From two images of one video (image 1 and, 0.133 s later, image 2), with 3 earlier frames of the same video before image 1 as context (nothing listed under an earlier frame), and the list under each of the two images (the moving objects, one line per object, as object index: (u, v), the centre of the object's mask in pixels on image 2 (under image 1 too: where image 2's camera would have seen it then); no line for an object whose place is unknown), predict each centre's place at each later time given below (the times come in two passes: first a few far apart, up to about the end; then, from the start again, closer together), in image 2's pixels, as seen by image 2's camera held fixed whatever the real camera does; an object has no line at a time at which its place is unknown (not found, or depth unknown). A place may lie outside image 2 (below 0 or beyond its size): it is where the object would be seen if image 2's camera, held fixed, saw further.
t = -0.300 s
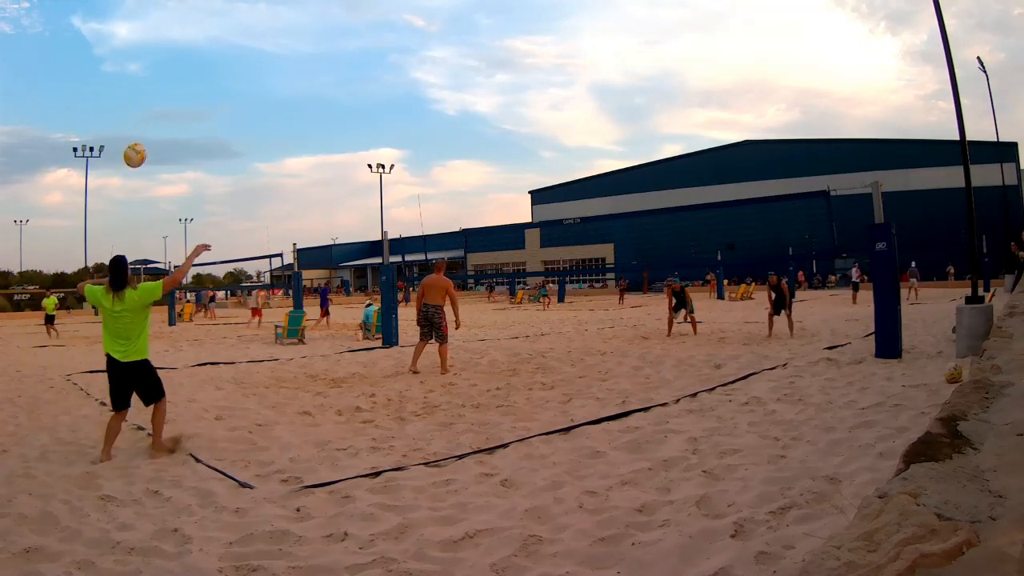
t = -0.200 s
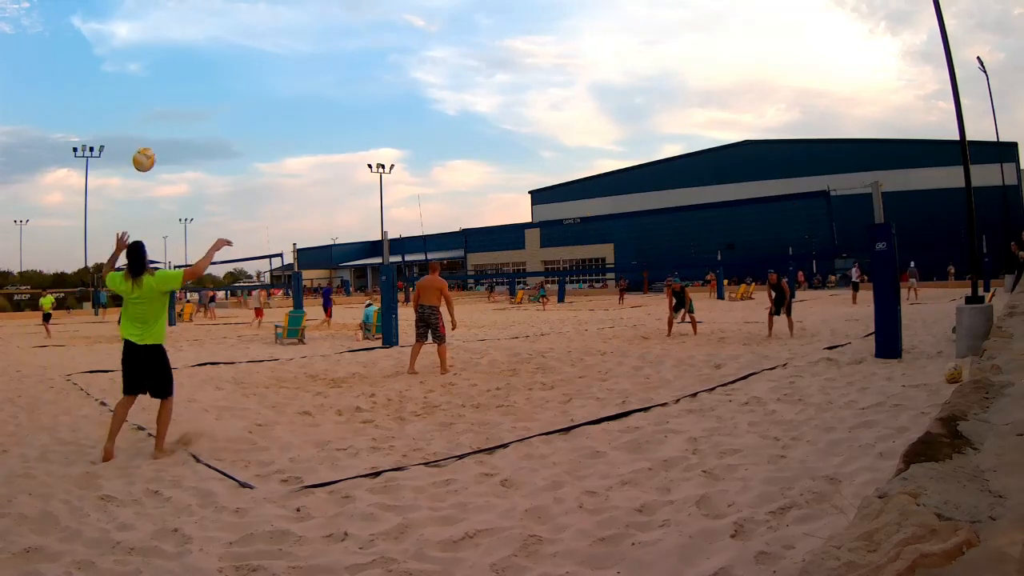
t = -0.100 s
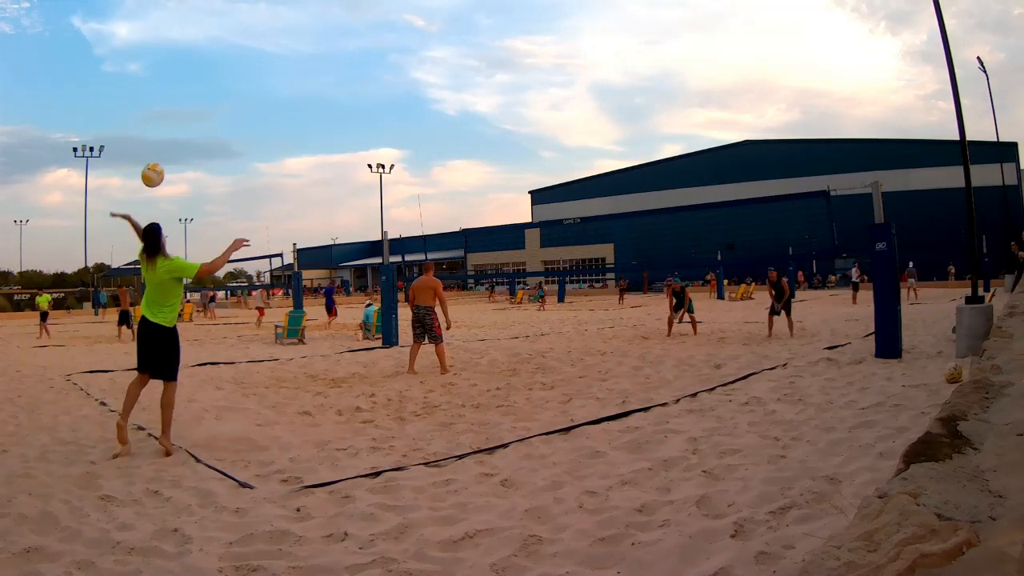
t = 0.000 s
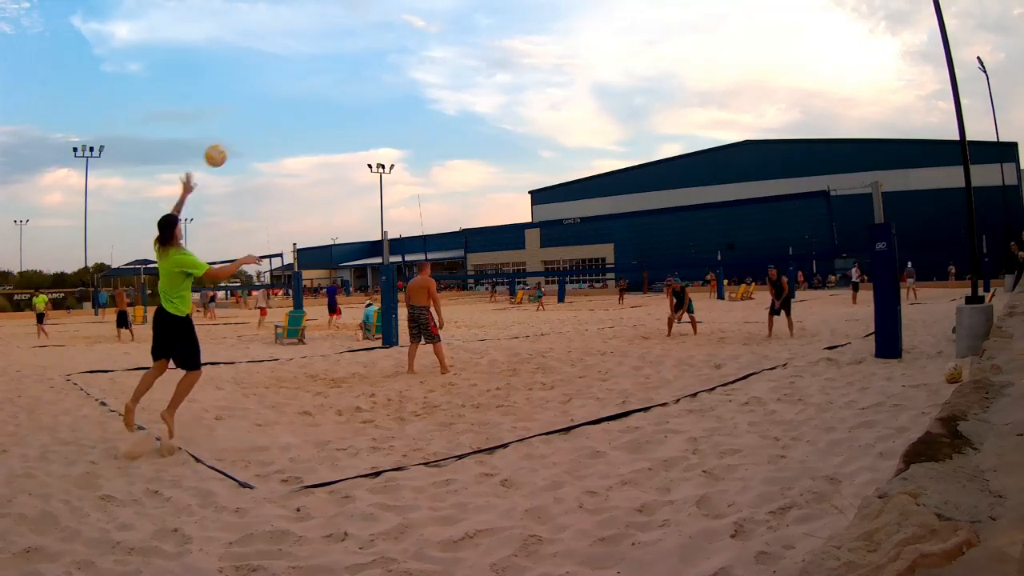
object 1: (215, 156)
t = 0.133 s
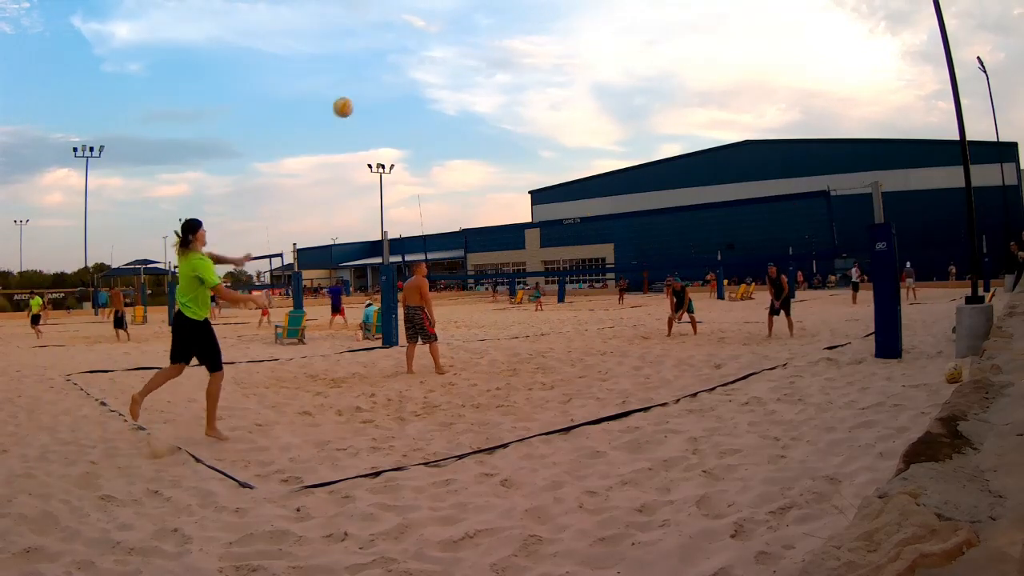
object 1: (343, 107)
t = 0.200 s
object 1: (398, 94)
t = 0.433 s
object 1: (546, 84)
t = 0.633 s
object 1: (633, 106)
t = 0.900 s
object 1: (717, 160)
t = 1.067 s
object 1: (756, 207)
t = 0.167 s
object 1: (371, 99)
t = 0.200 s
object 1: (398, 94)
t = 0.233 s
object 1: (423, 89)
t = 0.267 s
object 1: (446, 86)
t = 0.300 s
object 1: (469, 83)
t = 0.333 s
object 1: (490, 82)
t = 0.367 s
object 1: (510, 82)
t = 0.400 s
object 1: (528, 82)
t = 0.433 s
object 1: (546, 84)
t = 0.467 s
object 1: (562, 86)
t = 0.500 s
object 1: (578, 89)
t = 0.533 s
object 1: (593, 92)
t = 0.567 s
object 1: (606, 96)
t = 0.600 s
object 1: (620, 101)
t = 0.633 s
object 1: (633, 106)
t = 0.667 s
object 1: (645, 111)
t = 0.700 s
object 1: (657, 117)
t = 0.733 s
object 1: (668, 124)
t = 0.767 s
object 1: (679, 131)
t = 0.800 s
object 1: (689, 137)
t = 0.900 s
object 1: (717, 160)
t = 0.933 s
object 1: (725, 169)
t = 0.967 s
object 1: (734, 177)
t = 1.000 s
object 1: (742, 186)
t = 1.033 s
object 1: (748, 194)
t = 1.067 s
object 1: (756, 207)
